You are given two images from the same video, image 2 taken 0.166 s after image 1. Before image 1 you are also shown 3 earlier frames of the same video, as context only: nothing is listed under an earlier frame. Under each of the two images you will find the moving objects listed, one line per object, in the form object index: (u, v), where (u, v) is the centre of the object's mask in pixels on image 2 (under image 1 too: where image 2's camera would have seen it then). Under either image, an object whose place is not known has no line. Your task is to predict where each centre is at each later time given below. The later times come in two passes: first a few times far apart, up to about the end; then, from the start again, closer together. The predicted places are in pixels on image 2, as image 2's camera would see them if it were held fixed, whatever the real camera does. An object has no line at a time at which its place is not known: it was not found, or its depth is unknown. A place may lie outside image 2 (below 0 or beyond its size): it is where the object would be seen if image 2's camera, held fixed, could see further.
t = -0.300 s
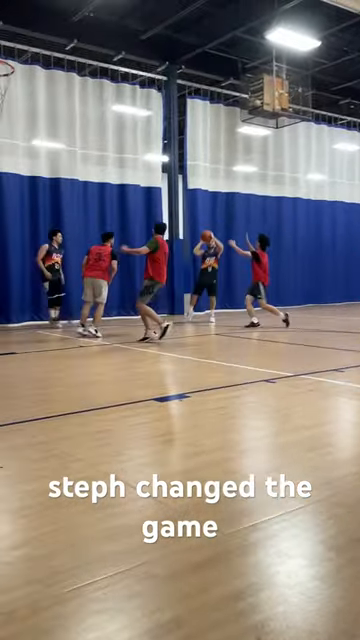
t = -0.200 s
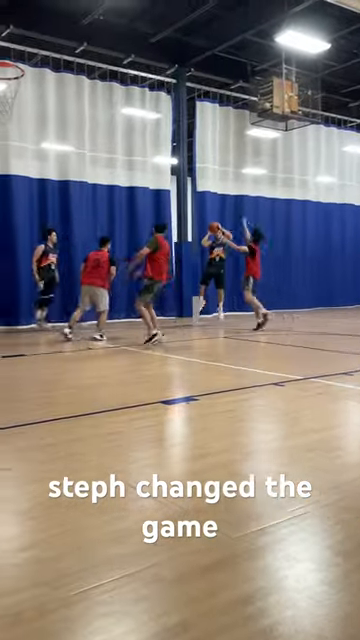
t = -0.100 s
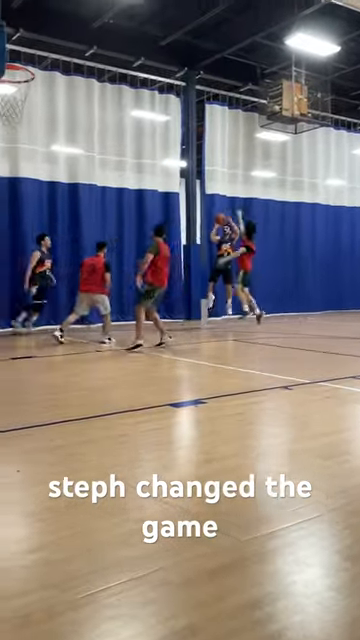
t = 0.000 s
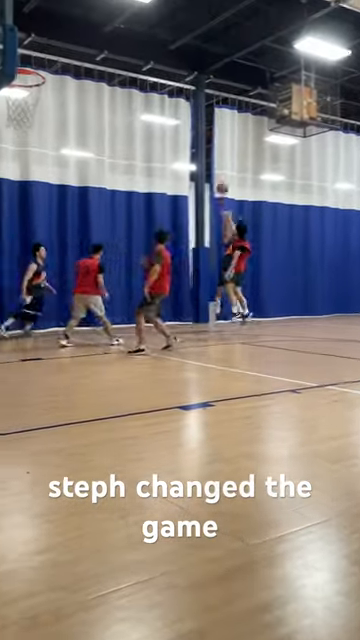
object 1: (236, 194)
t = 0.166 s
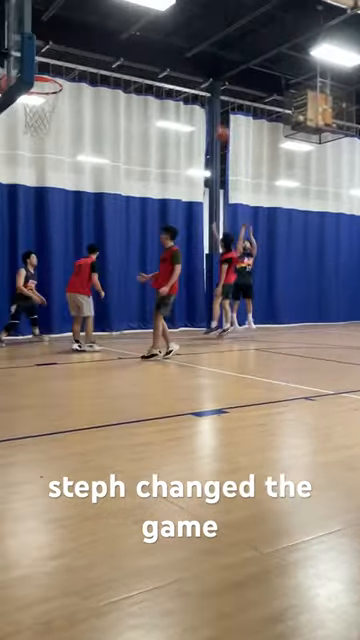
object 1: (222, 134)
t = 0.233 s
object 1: (214, 110)
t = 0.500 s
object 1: (184, 37)
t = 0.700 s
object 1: (155, 3)
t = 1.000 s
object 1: (99, 2)
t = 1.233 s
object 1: (44, 58)
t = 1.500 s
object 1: (65, 100)
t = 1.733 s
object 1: (59, 127)
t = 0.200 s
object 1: (220, 119)
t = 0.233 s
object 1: (214, 110)
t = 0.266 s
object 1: (211, 100)
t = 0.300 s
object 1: (208, 90)
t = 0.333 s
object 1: (204, 80)
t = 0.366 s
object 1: (201, 70)
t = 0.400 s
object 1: (197, 62)
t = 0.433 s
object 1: (193, 53)
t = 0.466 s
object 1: (188, 44)
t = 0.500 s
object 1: (184, 37)
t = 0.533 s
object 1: (179, 30)
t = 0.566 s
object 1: (174, 24)
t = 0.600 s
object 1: (170, 18)
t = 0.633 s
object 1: (166, 13)
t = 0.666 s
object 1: (160, 10)
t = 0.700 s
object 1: (155, 3)
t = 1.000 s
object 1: (99, 2)
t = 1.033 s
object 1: (91, 6)
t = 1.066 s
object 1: (84, 12)
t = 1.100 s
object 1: (76, 18)
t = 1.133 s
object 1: (67, 25)
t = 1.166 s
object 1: (59, 35)
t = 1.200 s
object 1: (51, 45)
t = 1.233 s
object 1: (44, 58)
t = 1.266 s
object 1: (38, 71)
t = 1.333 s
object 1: (40, 98)
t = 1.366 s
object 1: (50, 105)
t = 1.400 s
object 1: (57, 104)
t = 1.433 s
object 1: (61, 102)
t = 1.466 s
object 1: (64, 100)
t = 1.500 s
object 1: (65, 100)
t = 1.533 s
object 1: (65, 101)
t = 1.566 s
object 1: (65, 103)
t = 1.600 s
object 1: (64, 105)
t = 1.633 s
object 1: (62, 109)
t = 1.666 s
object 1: (61, 114)
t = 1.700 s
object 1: (60, 120)
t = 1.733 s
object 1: (59, 127)
